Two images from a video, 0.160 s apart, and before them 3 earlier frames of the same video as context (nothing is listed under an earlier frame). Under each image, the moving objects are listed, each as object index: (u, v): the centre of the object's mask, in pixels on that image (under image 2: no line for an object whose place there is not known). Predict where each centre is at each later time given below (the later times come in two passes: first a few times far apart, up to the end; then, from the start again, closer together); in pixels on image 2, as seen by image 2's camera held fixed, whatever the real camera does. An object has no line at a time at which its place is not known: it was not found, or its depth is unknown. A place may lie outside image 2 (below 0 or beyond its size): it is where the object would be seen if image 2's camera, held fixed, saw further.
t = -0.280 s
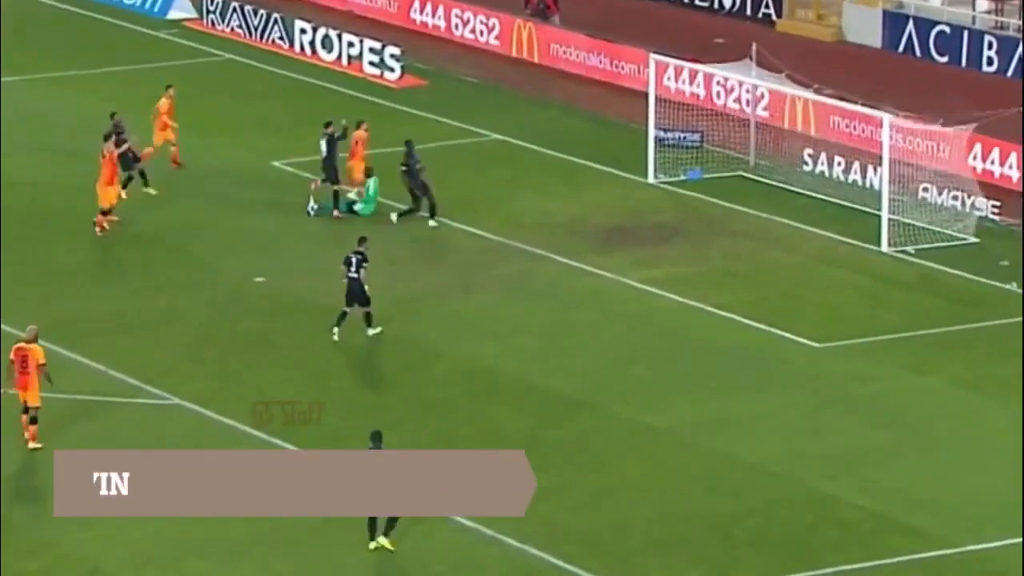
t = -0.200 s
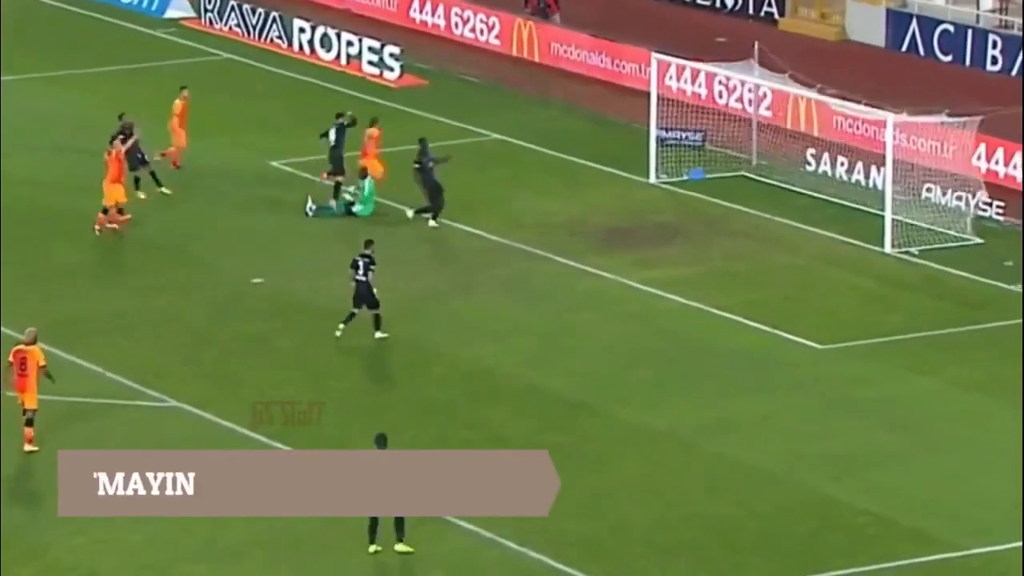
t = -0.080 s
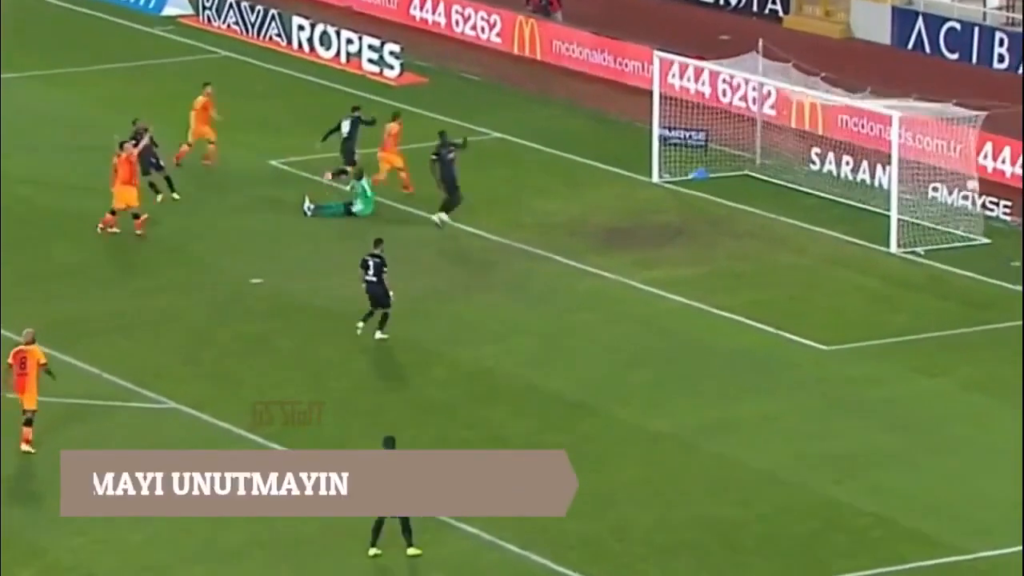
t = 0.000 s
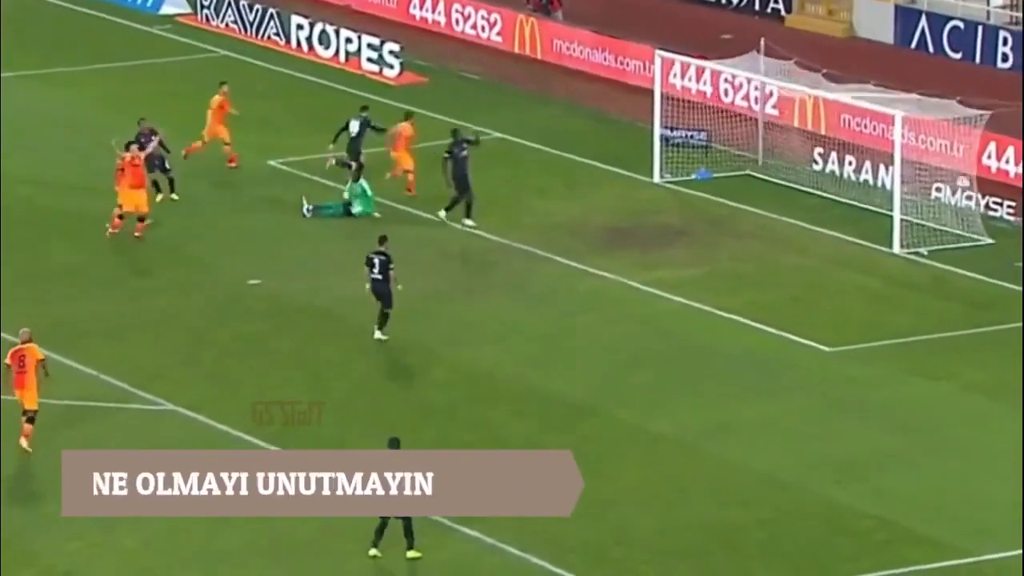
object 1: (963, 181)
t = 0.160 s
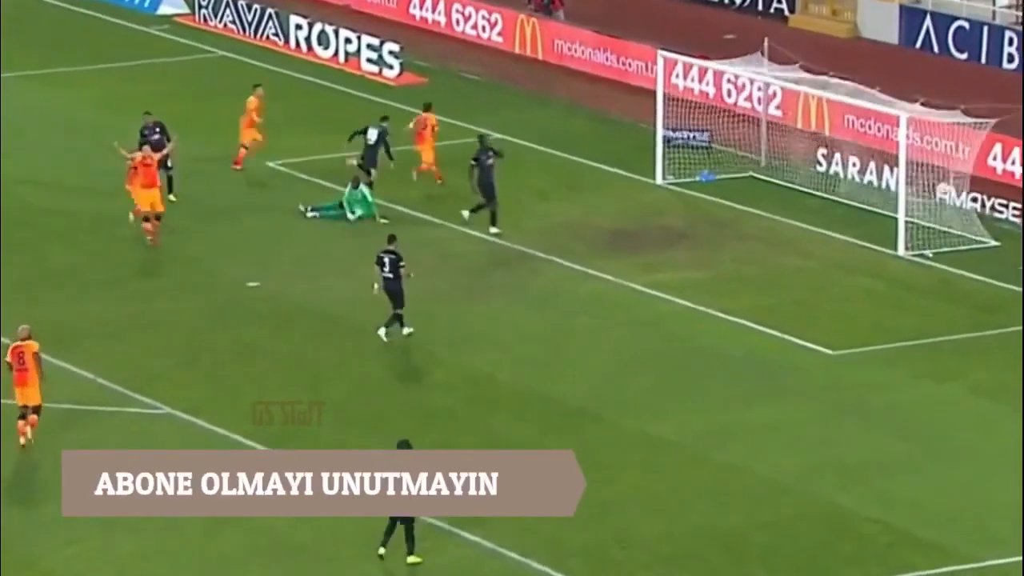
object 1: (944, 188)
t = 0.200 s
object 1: (938, 191)
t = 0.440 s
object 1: (894, 228)
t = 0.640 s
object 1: (877, 237)
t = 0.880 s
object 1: (863, 229)
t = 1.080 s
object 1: (852, 247)
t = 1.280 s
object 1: (840, 246)
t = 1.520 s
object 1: (825, 257)
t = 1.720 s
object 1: (811, 259)
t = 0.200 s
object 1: (938, 191)
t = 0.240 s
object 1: (930, 195)
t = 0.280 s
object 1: (923, 201)
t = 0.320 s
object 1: (917, 206)
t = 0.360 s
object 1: (911, 212)
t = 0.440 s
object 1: (894, 228)
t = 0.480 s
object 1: (890, 237)
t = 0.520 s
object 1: (885, 246)
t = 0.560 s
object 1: (881, 245)
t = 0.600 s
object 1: (879, 240)
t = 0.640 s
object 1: (877, 237)
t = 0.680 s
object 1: (875, 233)
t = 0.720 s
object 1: (873, 231)
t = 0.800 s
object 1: (868, 229)
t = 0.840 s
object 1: (866, 229)
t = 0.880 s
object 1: (863, 229)
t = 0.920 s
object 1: (860, 230)
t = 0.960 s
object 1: (859, 233)
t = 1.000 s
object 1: (857, 237)
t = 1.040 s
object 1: (855, 242)
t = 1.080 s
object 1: (852, 247)
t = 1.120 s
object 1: (851, 252)
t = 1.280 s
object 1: (840, 246)
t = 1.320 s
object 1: (837, 246)
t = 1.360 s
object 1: (835, 246)
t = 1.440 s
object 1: (830, 251)
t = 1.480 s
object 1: (827, 254)
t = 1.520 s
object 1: (825, 257)
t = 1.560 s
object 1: (822, 256)
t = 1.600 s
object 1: (819, 255)
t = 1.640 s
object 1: (817, 256)
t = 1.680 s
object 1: (814, 257)
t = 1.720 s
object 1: (811, 259)
